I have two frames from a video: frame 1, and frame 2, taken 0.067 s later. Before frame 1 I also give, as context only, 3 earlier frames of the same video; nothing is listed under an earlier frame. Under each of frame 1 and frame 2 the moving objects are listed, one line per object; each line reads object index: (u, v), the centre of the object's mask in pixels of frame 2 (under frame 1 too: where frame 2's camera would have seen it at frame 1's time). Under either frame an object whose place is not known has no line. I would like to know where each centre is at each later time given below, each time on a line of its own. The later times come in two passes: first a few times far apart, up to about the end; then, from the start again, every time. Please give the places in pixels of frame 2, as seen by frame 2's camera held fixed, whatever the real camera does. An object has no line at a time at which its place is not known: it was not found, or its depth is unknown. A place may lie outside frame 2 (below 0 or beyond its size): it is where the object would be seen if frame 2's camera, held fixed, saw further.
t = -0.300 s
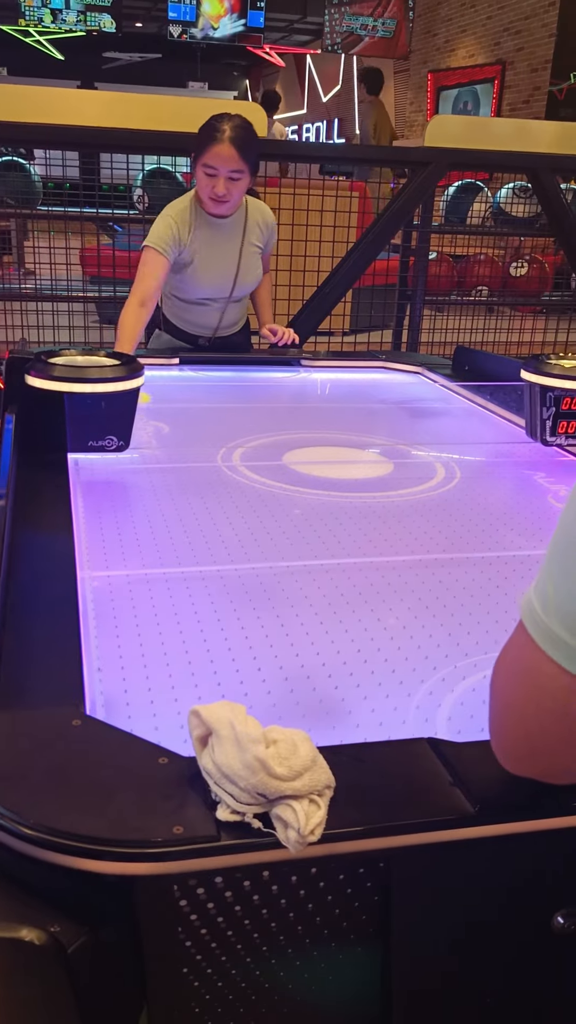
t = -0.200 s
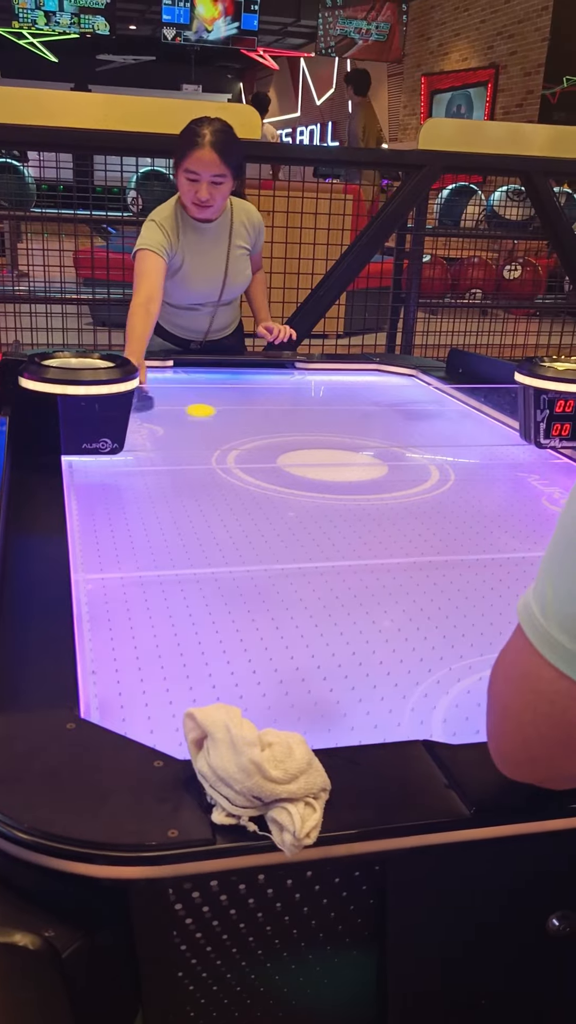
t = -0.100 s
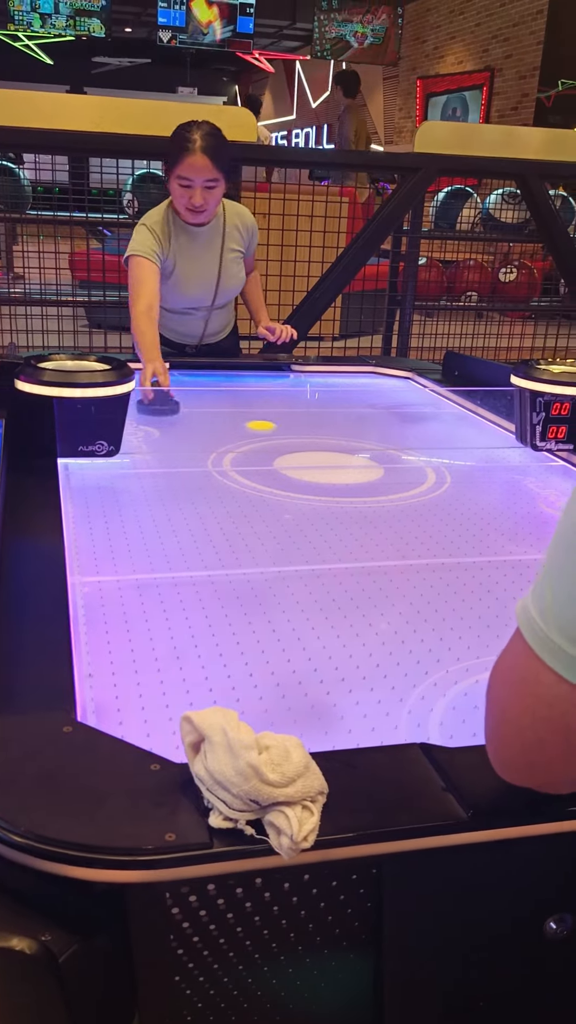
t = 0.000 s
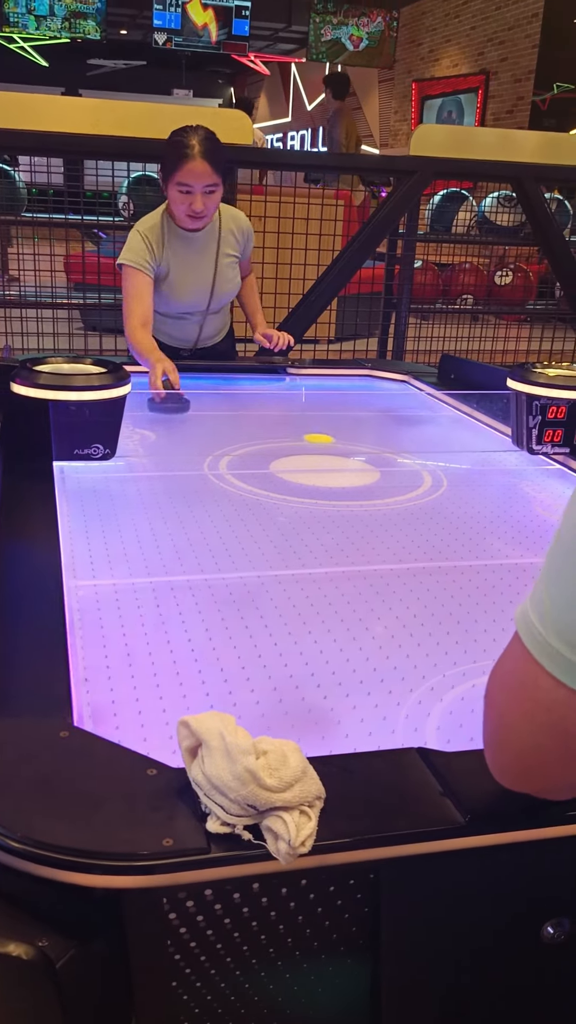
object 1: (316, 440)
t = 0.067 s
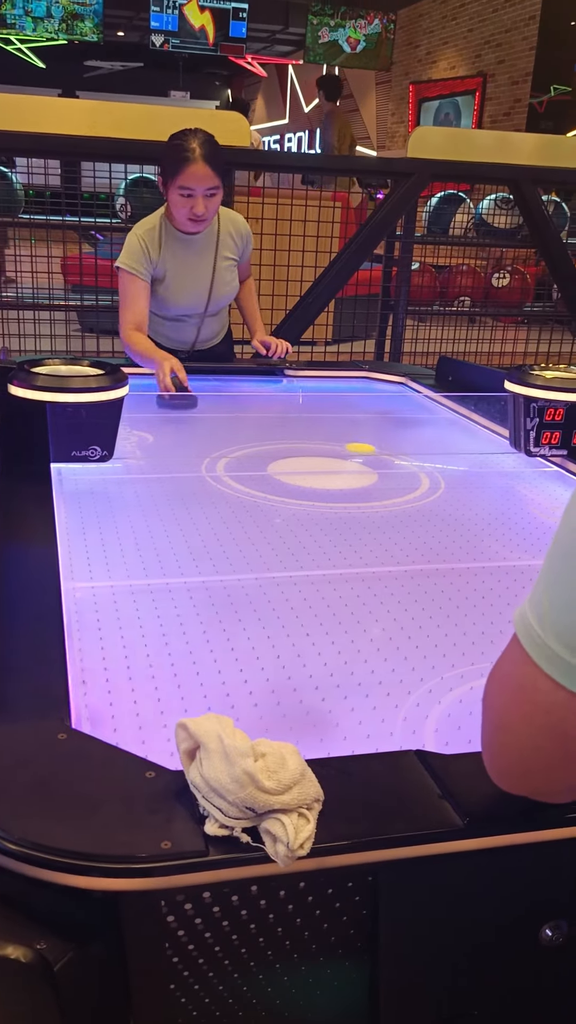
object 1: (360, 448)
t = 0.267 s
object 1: (501, 472)
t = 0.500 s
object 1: (536, 500)
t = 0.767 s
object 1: (461, 540)
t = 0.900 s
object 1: (417, 566)
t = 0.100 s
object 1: (383, 451)
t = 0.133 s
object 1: (405, 455)
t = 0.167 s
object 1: (429, 460)
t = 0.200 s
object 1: (453, 463)
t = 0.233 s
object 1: (477, 467)
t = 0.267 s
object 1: (501, 472)
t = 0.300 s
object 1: (528, 476)
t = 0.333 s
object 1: (554, 480)
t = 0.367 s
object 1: (564, 483)
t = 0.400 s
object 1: (559, 487)
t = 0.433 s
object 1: (552, 491)
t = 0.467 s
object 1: (544, 496)
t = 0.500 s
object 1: (536, 500)
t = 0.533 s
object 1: (527, 504)
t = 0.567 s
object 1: (519, 509)
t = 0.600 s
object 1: (510, 514)
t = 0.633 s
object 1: (500, 519)
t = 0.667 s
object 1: (491, 524)
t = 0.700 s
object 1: (482, 529)
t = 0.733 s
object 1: (471, 534)
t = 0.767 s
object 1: (461, 540)
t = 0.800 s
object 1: (451, 546)
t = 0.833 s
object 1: (440, 553)
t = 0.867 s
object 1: (429, 559)
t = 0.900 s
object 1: (417, 566)
